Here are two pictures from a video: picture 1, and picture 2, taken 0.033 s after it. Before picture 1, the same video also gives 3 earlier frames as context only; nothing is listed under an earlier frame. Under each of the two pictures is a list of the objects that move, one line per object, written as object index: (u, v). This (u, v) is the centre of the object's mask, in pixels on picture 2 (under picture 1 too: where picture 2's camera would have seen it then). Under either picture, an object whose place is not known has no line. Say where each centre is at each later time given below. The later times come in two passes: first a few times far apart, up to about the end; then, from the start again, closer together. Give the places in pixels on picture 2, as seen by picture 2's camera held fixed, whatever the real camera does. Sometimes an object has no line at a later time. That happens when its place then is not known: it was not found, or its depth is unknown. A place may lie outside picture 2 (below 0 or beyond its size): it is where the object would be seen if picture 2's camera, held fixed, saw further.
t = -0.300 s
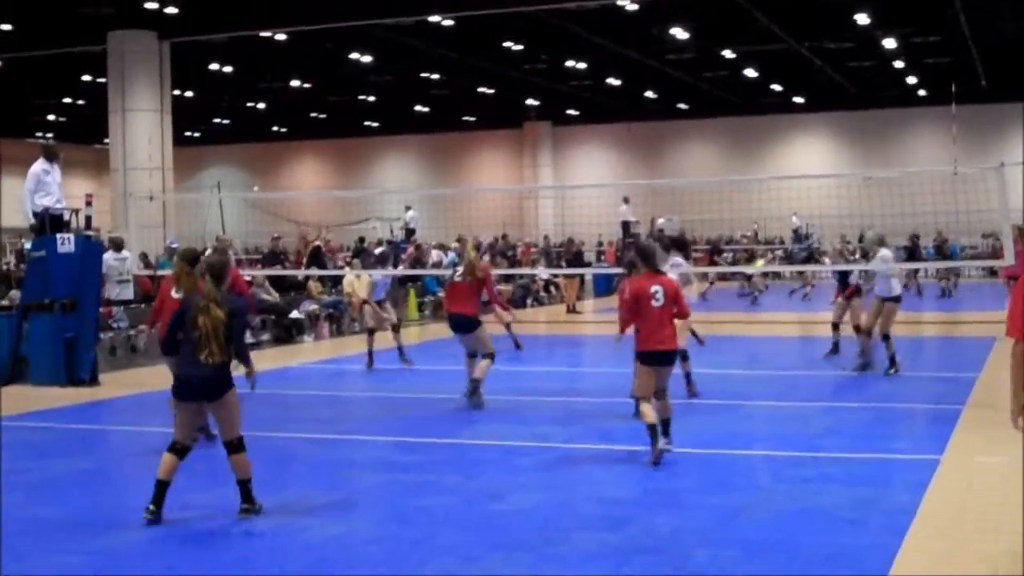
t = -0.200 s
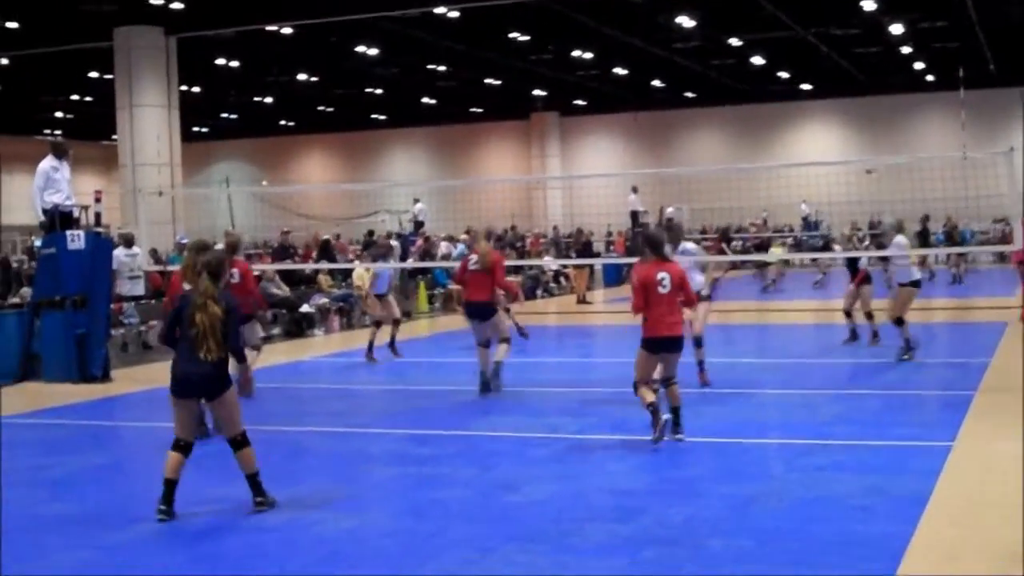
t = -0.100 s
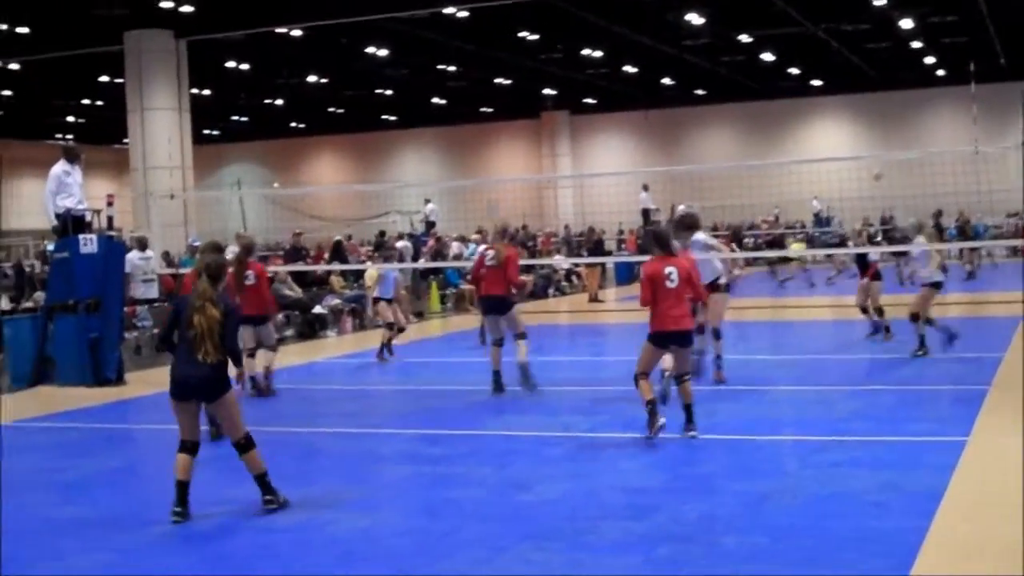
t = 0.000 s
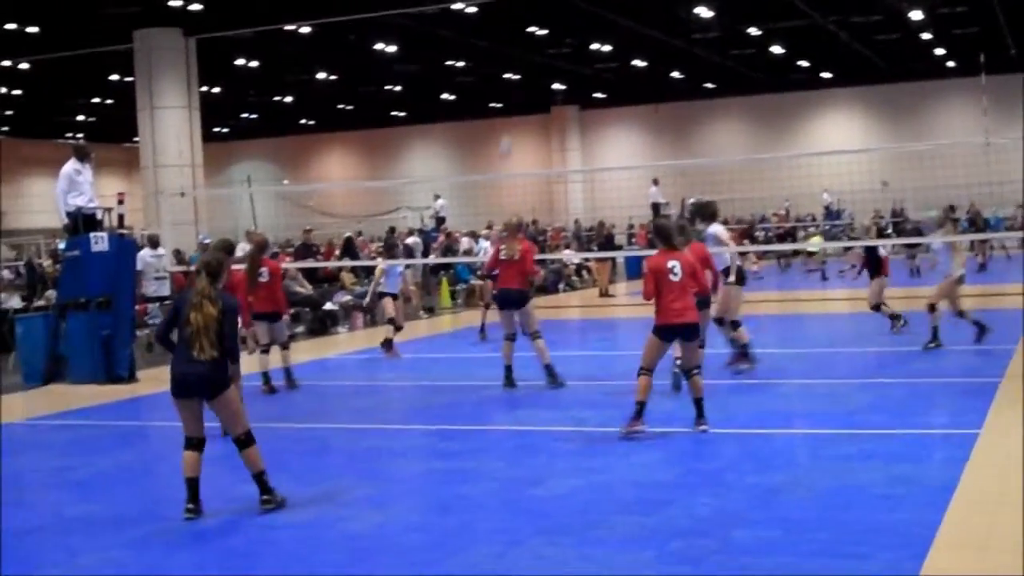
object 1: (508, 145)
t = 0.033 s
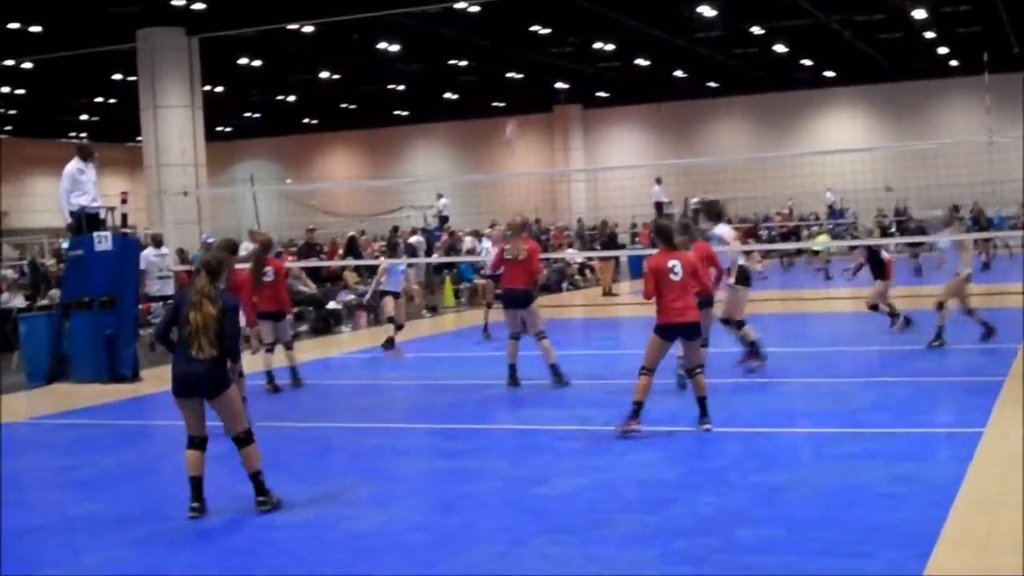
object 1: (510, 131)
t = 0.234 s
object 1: (520, 57)
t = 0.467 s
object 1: (534, 0)
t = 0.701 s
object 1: (550, -20)
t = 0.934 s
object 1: (573, 0)
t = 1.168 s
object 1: (594, 59)
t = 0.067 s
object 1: (513, 117)
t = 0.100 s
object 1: (513, 104)
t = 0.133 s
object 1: (515, 91)
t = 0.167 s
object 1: (516, 79)
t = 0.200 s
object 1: (519, 66)
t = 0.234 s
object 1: (520, 57)
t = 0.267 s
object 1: (522, 47)
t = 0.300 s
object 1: (524, 37)
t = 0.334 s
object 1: (525, 29)
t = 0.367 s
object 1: (528, 19)
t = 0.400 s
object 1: (530, 13)
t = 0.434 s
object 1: (532, 6)
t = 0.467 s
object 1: (534, 0)
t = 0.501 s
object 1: (536, -5)
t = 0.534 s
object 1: (539, -9)
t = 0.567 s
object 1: (542, -13)
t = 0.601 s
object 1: (544, -16)
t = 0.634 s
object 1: (547, -18)
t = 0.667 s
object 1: (549, -19)
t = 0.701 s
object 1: (550, -20)
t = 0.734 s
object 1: (552, -20)
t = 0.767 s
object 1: (556, -19)
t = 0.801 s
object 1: (560, -17)
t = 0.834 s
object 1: (563, -13)
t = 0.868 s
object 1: (565, -9)
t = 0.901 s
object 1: (568, -5)
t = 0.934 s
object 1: (573, 0)
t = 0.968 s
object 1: (575, 6)
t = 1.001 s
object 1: (578, 12)
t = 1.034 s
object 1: (581, 20)
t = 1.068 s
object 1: (585, 29)
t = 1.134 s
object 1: (591, 48)
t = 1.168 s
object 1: (594, 59)
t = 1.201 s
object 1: (597, 69)
